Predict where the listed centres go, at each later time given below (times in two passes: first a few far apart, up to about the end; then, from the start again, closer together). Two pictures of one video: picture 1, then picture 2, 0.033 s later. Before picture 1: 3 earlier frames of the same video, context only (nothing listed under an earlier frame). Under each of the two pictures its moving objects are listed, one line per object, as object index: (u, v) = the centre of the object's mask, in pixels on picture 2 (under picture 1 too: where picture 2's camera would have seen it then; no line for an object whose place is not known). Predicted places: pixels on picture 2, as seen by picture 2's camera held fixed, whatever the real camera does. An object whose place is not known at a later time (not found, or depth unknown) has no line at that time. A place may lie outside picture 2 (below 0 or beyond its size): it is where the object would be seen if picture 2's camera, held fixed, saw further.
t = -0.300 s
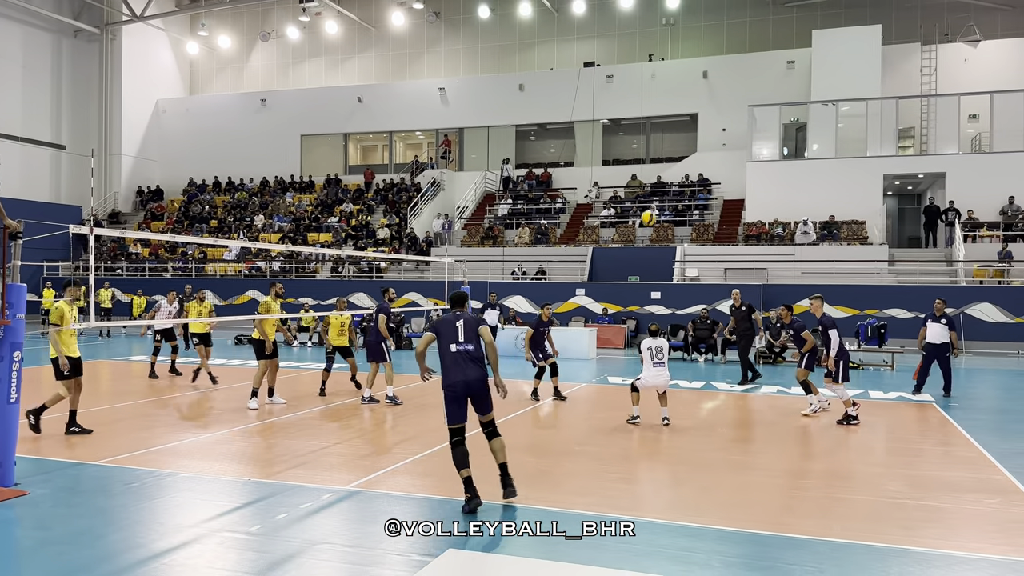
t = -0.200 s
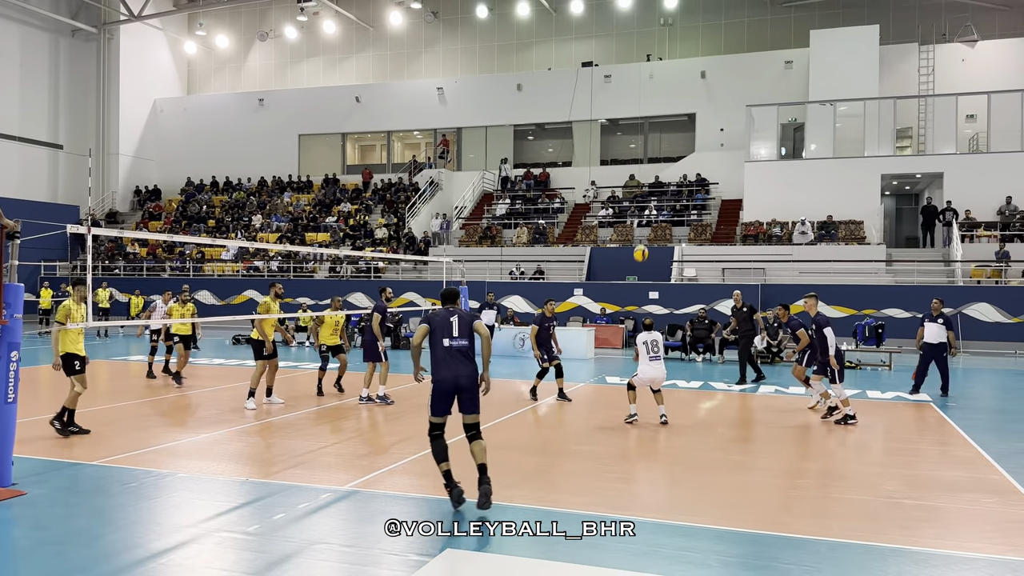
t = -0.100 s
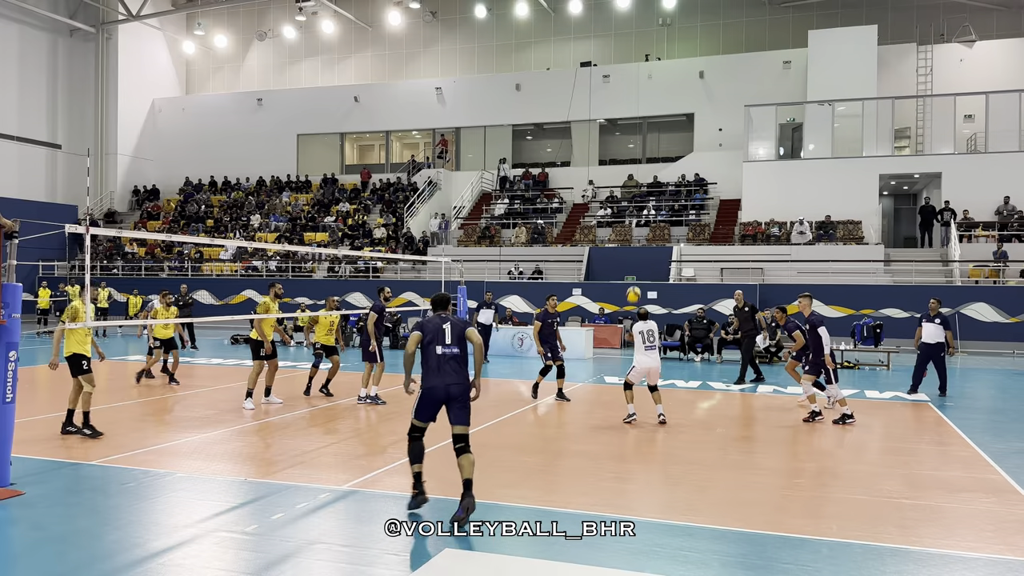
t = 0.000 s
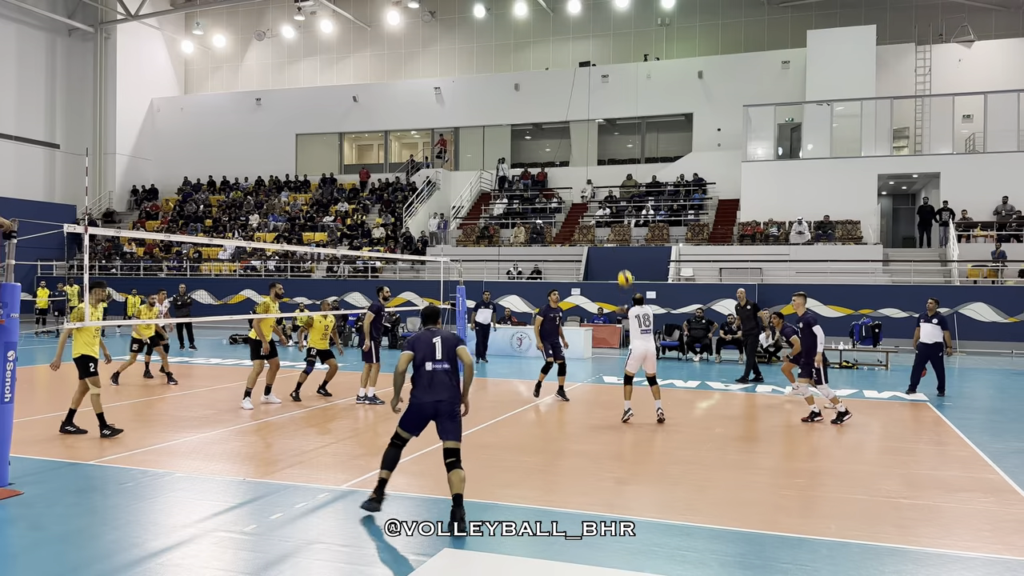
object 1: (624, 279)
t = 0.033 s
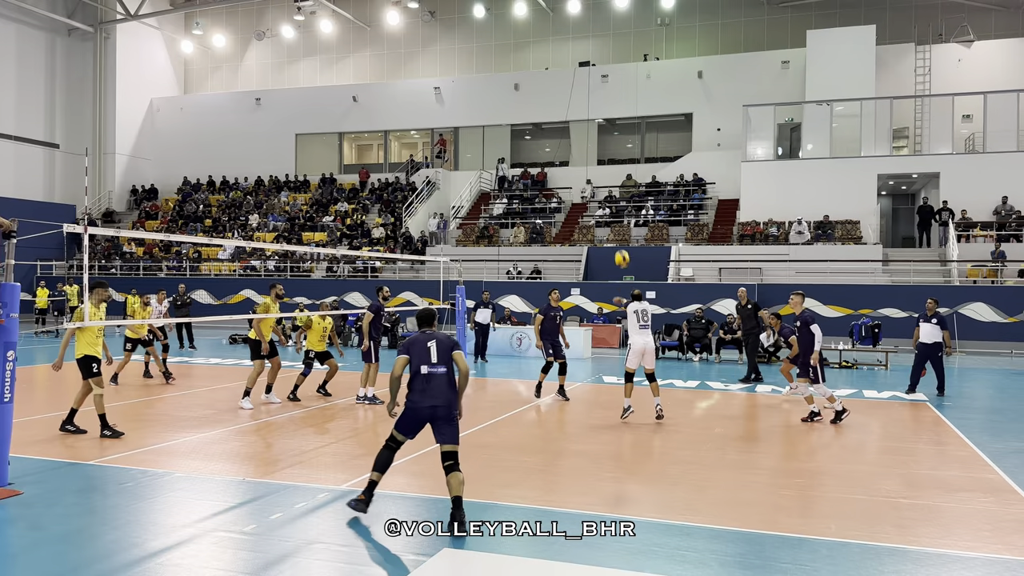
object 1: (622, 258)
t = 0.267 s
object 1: (605, 147)
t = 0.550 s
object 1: (588, 75)
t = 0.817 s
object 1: (573, 58)
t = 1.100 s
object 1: (559, 84)
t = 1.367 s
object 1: (546, 144)
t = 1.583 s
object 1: (538, 213)
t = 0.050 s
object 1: (620, 249)
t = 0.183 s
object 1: (610, 181)
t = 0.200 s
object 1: (610, 174)
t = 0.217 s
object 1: (609, 166)
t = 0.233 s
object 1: (607, 160)
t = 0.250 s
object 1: (606, 154)
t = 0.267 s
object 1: (605, 147)
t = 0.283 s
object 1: (604, 142)
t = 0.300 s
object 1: (603, 136)
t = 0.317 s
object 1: (602, 130)
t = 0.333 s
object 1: (601, 125)
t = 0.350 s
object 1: (600, 120)
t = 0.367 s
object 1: (599, 115)
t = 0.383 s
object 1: (598, 110)
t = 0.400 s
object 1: (597, 106)
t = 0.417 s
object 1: (596, 102)
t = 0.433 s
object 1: (595, 98)
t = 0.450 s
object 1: (594, 94)
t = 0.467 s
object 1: (593, 90)
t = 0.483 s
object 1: (592, 87)
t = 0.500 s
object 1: (591, 84)
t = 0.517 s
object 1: (590, 81)
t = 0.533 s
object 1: (589, 78)
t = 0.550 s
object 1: (588, 75)
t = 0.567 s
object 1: (587, 73)
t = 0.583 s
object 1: (586, 70)
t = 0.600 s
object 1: (585, 68)
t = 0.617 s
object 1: (584, 66)
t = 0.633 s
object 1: (583, 65)
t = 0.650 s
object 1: (582, 63)
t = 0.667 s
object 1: (581, 62)
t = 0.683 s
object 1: (581, 61)
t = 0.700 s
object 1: (579, 60)
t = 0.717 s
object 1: (579, 59)
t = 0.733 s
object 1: (578, 59)
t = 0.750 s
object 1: (577, 58)
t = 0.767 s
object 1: (576, 58)
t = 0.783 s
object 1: (575, 58)
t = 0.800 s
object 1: (574, 58)
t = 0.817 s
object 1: (573, 58)
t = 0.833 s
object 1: (573, 58)
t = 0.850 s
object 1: (572, 58)
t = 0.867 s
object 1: (571, 59)
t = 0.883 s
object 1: (570, 59)
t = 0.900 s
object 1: (570, 60)
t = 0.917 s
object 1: (568, 62)
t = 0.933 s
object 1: (567, 63)
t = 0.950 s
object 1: (566, 64)
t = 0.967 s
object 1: (566, 66)
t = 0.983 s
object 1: (565, 67)
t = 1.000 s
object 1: (564, 69)
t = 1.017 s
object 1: (563, 71)
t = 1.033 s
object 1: (562, 73)
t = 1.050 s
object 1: (561, 76)
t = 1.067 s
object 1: (560, 78)
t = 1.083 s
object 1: (559, 81)
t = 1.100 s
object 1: (559, 84)
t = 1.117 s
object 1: (558, 86)
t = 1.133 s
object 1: (557, 90)
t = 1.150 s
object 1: (556, 93)
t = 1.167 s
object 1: (555, 96)
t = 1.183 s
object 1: (555, 99)
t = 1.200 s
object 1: (554, 102)
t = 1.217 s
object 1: (553, 106)
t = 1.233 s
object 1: (552, 110)
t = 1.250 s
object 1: (552, 113)
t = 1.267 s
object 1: (551, 118)
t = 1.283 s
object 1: (550, 122)
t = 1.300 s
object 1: (549, 127)
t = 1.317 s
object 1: (548, 130)
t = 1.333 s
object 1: (548, 134)
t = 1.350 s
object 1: (547, 139)
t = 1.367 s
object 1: (546, 144)
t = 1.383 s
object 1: (545, 149)
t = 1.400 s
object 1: (545, 154)
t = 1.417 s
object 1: (544, 159)
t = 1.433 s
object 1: (543, 163)
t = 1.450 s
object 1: (543, 169)
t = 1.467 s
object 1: (542, 175)
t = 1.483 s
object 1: (541, 180)
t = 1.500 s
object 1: (541, 185)
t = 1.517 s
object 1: (540, 190)
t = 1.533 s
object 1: (540, 196)
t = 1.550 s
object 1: (539, 201)
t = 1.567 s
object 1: (538, 208)
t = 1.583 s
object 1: (538, 213)
